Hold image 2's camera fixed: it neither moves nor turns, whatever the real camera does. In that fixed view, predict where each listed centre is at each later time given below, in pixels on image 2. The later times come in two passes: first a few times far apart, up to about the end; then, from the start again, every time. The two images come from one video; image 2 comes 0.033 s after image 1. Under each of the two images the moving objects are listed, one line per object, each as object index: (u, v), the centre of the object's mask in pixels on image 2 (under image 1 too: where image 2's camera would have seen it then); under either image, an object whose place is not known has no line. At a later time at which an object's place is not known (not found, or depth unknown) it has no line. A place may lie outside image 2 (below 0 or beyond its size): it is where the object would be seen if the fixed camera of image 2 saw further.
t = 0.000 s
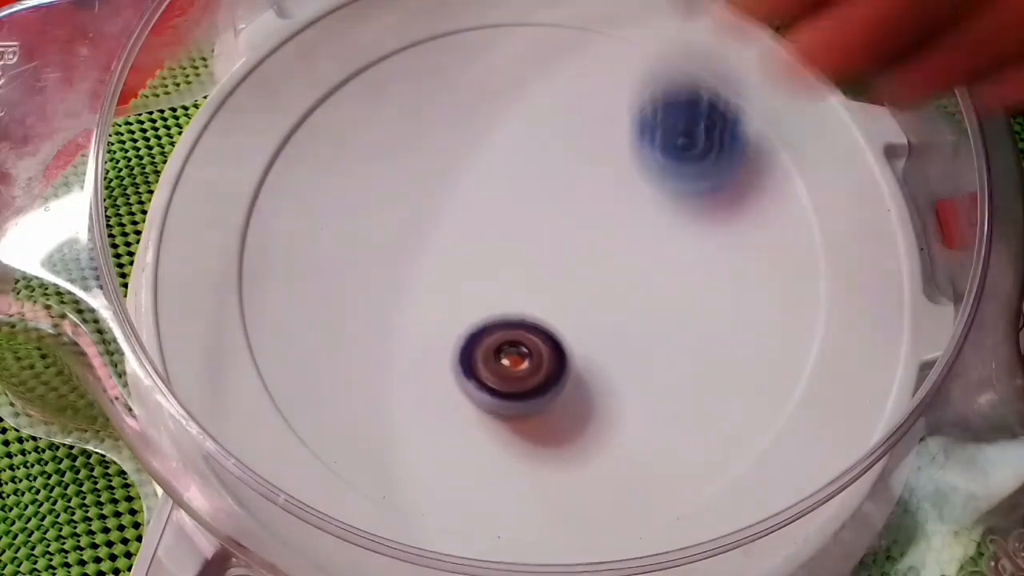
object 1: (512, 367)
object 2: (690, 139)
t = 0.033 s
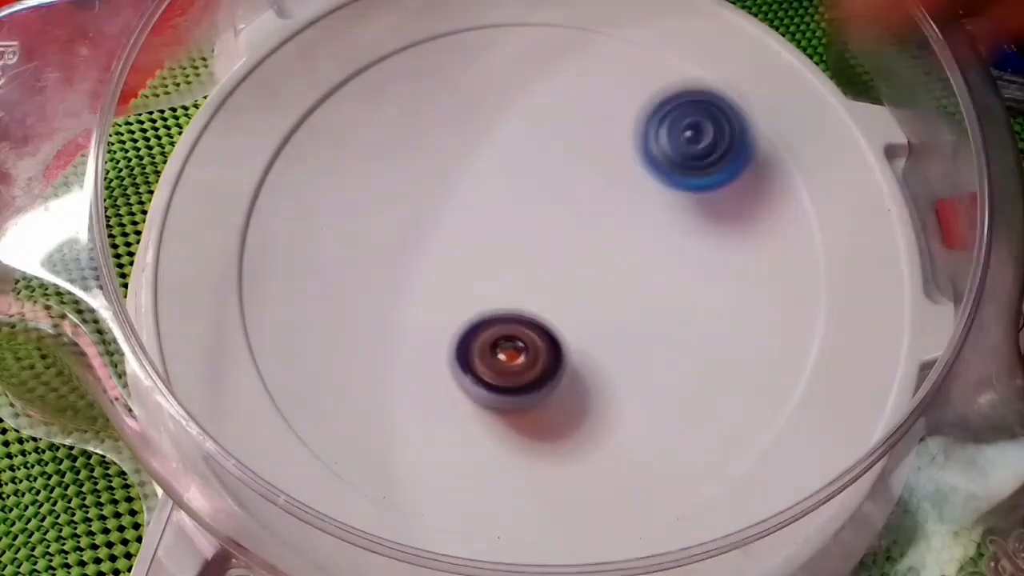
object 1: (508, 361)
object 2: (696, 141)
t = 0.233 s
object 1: (485, 325)
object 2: (693, 220)
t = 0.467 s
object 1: (440, 278)
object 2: (737, 206)
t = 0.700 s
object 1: (410, 245)
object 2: (578, 142)
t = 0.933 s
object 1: (203, 281)
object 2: (710, 367)
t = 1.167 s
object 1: (247, 279)
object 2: (884, 293)
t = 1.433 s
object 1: (410, 260)
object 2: (649, 152)
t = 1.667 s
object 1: (354, 366)
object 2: (413, 150)
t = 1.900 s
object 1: (548, 520)
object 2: (467, 304)
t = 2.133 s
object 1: (780, 352)
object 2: (746, 183)
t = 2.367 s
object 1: (718, 237)
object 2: (502, 27)
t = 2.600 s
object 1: (646, 226)
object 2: (272, 368)
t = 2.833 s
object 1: (591, 239)
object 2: (823, 248)
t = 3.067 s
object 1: (547, 259)
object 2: (285, 130)
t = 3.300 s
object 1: (520, 271)
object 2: (757, 533)
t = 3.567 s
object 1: (491, 266)
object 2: (643, 145)
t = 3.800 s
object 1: (496, 247)
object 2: (226, 156)
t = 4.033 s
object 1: (499, 236)
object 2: (308, 412)
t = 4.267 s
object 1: (515, 226)
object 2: (652, 229)
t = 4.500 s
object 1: (533, 220)
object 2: (551, 8)
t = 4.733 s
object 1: (544, 220)
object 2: (409, 242)
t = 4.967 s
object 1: (556, 226)
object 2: (708, 476)
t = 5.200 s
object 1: (562, 235)
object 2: (802, 299)
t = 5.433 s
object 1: (328, 206)
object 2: (718, 136)
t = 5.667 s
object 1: (345, 300)
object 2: (564, 133)
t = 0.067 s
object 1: (505, 355)
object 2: (702, 142)
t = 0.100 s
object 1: (501, 349)
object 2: (703, 158)
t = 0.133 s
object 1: (499, 343)
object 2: (700, 189)
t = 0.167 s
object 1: (494, 338)
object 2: (698, 199)
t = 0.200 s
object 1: (491, 331)
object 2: (694, 211)
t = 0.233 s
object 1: (485, 325)
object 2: (693, 220)
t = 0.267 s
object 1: (478, 316)
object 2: (693, 225)
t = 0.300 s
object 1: (472, 310)
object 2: (695, 229)
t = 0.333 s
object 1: (466, 303)
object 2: (699, 230)
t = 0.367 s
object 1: (458, 297)
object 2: (705, 230)
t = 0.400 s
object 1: (453, 291)
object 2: (714, 226)
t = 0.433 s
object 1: (447, 284)
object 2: (725, 218)
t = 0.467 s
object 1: (440, 278)
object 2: (737, 206)
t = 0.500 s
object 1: (434, 273)
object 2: (746, 189)
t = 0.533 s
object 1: (429, 268)
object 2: (747, 166)
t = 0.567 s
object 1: (424, 263)
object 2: (733, 142)
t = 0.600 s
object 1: (418, 259)
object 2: (706, 124)
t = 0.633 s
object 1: (416, 255)
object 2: (667, 117)
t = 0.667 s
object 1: (413, 250)
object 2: (623, 123)
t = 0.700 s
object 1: (410, 245)
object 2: (578, 142)
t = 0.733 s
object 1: (406, 239)
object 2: (535, 173)
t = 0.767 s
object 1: (378, 237)
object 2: (520, 205)
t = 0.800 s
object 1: (301, 248)
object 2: (545, 227)
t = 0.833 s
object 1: (239, 260)
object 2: (578, 261)
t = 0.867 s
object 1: (221, 264)
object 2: (610, 298)
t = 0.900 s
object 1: (209, 279)
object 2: (654, 336)
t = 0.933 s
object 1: (203, 281)
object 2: (710, 367)
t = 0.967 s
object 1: (203, 284)
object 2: (767, 386)
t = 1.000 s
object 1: (206, 286)
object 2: (802, 380)
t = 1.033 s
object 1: (211, 286)
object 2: (816, 367)
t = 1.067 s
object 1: (217, 284)
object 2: (830, 352)
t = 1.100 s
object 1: (226, 283)
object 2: (846, 336)
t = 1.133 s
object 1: (235, 280)
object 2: (866, 316)
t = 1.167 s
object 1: (247, 279)
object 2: (884, 293)
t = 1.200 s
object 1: (268, 278)
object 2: (892, 268)
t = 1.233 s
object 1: (290, 277)
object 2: (890, 244)
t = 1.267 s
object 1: (313, 277)
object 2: (875, 222)
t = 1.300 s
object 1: (335, 276)
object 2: (851, 203)
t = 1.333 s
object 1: (355, 273)
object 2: (813, 185)
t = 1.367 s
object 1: (375, 269)
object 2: (768, 172)
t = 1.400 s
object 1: (394, 265)
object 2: (714, 158)
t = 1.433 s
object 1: (410, 260)
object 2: (649, 152)
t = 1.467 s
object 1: (426, 253)
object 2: (587, 156)
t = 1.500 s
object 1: (436, 249)
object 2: (523, 167)
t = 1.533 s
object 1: (412, 274)
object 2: (492, 158)
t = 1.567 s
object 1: (384, 311)
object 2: (470, 141)
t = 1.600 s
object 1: (365, 337)
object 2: (451, 134)
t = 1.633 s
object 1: (354, 355)
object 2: (431, 136)
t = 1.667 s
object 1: (354, 366)
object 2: (413, 150)
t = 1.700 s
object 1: (364, 370)
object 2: (397, 173)
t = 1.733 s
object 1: (381, 369)
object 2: (385, 209)
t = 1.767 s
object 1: (401, 366)
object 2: (382, 255)
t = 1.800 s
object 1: (430, 415)
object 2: (387, 276)
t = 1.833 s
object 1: (462, 489)
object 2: (403, 279)
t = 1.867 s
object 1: (507, 520)
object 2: (429, 290)
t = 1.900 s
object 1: (548, 520)
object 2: (467, 304)
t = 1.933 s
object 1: (598, 516)
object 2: (513, 316)
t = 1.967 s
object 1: (647, 504)
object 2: (567, 318)
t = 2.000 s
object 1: (691, 484)
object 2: (619, 308)
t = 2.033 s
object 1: (726, 452)
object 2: (667, 287)
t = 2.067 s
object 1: (752, 417)
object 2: (703, 259)
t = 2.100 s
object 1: (770, 383)
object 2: (729, 223)
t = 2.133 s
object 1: (780, 352)
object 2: (746, 183)
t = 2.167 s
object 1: (782, 325)
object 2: (749, 141)
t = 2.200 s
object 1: (779, 303)
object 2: (739, 102)
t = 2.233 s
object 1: (771, 283)
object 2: (716, 66)
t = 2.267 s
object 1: (761, 266)
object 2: (677, 40)
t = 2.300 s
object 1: (747, 254)
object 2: (626, 33)
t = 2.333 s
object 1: (733, 245)
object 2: (569, 28)
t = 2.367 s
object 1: (718, 237)
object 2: (502, 27)
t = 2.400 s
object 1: (705, 232)
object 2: (441, 33)
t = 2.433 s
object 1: (694, 228)
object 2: (379, 50)
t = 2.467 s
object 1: (683, 227)
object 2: (327, 90)
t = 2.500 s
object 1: (673, 227)
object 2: (284, 145)
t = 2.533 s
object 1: (663, 226)
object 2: (258, 214)
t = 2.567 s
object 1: (654, 225)
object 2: (249, 287)
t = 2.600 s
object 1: (646, 226)
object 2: (272, 368)
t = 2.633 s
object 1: (637, 227)
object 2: (333, 448)
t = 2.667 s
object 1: (628, 228)
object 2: (435, 500)
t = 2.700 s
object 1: (620, 230)
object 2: (562, 517)
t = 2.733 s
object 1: (611, 232)
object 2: (682, 489)
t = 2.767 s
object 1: (604, 234)
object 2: (768, 422)
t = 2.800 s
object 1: (597, 236)
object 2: (816, 338)
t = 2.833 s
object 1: (591, 239)
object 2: (823, 248)
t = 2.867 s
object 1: (585, 242)
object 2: (797, 167)
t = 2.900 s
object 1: (579, 245)
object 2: (740, 95)
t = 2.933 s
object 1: (573, 248)
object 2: (663, 45)
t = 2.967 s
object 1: (568, 251)
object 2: (575, 27)
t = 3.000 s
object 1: (563, 254)
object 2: (465, 28)
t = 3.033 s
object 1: (556, 257)
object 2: (375, 49)
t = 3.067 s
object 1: (547, 259)
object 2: (285, 130)
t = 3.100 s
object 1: (540, 261)
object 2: (250, 244)
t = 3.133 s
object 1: (535, 261)
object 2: (264, 349)
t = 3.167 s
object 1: (531, 263)
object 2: (349, 458)
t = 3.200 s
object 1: (528, 265)
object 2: (443, 507)
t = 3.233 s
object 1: (525, 266)
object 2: (560, 525)
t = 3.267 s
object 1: (523, 268)
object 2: (664, 536)
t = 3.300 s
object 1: (520, 271)
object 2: (757, 533)
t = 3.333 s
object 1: (514, 272)
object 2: (822, 496)
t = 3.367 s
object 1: (508, 272)
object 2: (855, 435)
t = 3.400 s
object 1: (503, 271)
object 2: (868, 380)
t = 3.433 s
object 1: (499, 273)
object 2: (842, 324)
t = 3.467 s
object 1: (496, 272)
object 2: (799, 273)
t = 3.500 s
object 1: (493, 270)
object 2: (751, 222)
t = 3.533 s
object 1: (491, 268)
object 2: (698, 181)
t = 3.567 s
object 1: (491, 266)
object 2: (643, 145)
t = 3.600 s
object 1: (490, 264)
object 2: (584, 119)
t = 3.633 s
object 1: (491, 262)
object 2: (520, 100)
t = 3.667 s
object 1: (492, 259)
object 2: (453, 89)
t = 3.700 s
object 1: (493, 258)
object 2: (391, 89)
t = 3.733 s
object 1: (494, 255)
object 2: (322, 93)
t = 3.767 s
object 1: (495, 252)
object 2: (269, 113)
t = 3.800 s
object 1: (496, 247)
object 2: (226, 156)
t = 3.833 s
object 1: (496, 245)
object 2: (177, 190)
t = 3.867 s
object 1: (496, 242)
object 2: (171, 235)
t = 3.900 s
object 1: (495, 240)
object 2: (182, 292)
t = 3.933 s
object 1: (495, 239)
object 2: (196, 336)
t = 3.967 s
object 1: (495, 239)
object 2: (213, 373)
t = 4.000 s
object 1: (496, 237)
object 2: (250, 401)
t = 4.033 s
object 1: (499, 236)
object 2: (308, 412)
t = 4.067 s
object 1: (501, 234)
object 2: (377, 418)
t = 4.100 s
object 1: (504, 233)
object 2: (445, 409)
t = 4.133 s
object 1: (506, 232)
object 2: (503, 388)
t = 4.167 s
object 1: (508, 231)
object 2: (555, 357)
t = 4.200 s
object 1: (511, 229)
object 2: (598, 319)
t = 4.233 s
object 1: (513, 227)
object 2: (627, 277)
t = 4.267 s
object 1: (515, 226)
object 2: (652, 229)
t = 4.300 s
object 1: (517, 224)
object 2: (664, 181)
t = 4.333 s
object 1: (520, 223)
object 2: (666, 134)
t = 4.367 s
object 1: (522, 222)
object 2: (657, 85)
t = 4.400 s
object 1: (525, 221)
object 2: (642, 43)
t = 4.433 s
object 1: (528, 221)
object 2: (616, 22)
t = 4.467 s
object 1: (530, 220)
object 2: (582, 16)
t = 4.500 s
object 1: (533, 220)
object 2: (551, 8)
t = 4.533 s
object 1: (535, 219)
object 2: (514, 4)
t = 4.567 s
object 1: (536, 219)
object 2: (478, 14)
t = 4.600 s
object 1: (538, 218)
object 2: (452, 37)
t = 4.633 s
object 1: (538, 218)
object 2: (429, 76)
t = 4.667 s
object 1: (540, 219)
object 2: (412, 130)
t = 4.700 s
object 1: (541, 219)
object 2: (405, 183)
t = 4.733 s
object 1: (544, 220)
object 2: (409, 242)
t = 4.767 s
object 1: (545, 220)
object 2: (425, 300)
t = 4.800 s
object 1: (547, 221)
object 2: (448, 347)
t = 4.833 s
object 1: (549, 221)
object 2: (489, 396)
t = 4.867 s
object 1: (551, 223)
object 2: (537, 436)
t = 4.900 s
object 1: (552, 223)
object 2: (594, 468)
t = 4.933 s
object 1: (554, 225)
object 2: (656, 486)
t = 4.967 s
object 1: (556, 226)
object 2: (708, 476)
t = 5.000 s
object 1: (557, 226)
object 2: (756, 455)
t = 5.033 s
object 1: (558, 228)
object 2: (797, 436)
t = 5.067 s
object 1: (558, 228)
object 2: (834, 415)
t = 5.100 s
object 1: (560, 230)
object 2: (875, 398)
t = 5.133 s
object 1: (560, 231)
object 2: (869, 366)
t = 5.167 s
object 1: (561, 233)
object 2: (841, 332)
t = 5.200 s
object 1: (562, 235)
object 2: (802, 299)
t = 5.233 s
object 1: (564, 236)
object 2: (759, 266)
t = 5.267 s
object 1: (566, 236)
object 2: (714, 236)
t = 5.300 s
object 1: (550, 233)
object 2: (685, 213)
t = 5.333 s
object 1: (485, 228)
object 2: (704, 193)
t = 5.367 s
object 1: (423, 217)
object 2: (717, 172)
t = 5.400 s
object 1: (373, 210)
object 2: (722, 154)
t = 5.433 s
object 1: (328, 206)
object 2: (718, 136)
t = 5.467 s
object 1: (288, 208)
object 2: (705, 118)
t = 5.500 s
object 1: (255, 213)
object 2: (688, 104)
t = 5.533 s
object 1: (236, 225)
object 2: (666, 96)
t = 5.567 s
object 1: (256, 247)
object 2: (639, 95)
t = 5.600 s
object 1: (282, 266)
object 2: (611, 102)
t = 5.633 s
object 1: (313, 285)
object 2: (586, 116)
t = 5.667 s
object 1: (345, 300)
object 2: (564, 133)
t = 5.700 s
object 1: (374, 311)
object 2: (541, 155)
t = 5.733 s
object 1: (407, 318)
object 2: (524, 181)
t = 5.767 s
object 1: (437, 321)
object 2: (511, 204)
